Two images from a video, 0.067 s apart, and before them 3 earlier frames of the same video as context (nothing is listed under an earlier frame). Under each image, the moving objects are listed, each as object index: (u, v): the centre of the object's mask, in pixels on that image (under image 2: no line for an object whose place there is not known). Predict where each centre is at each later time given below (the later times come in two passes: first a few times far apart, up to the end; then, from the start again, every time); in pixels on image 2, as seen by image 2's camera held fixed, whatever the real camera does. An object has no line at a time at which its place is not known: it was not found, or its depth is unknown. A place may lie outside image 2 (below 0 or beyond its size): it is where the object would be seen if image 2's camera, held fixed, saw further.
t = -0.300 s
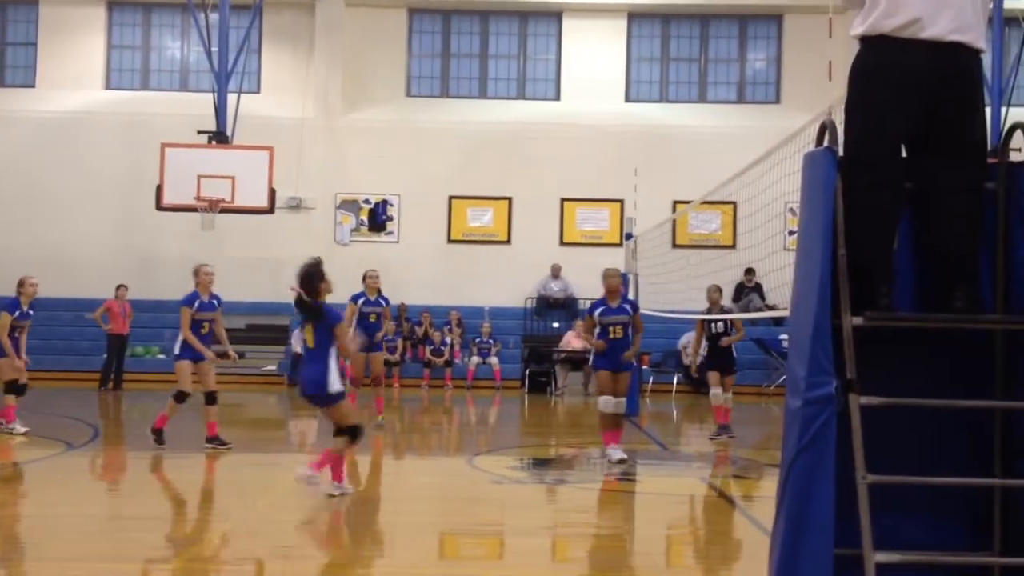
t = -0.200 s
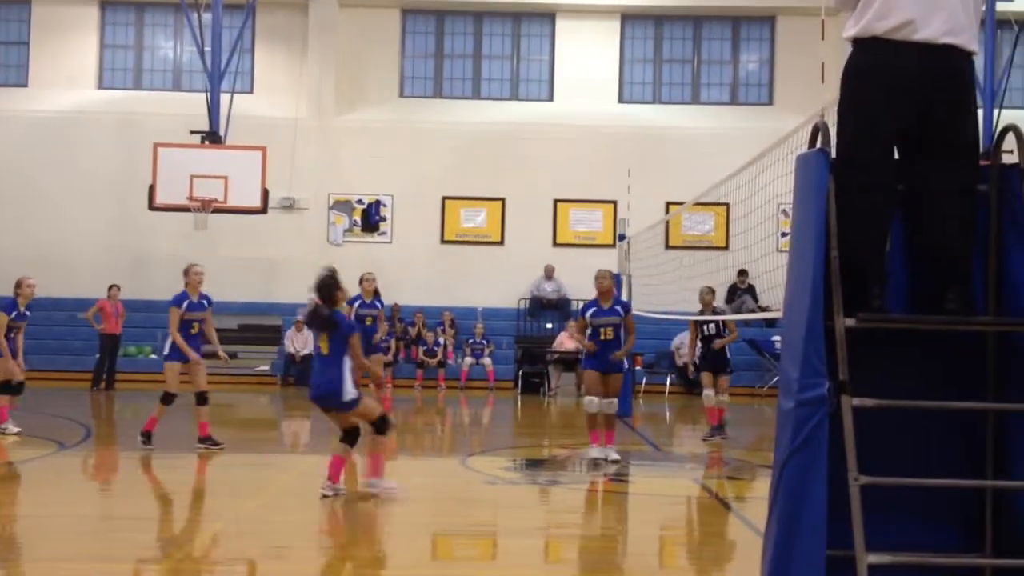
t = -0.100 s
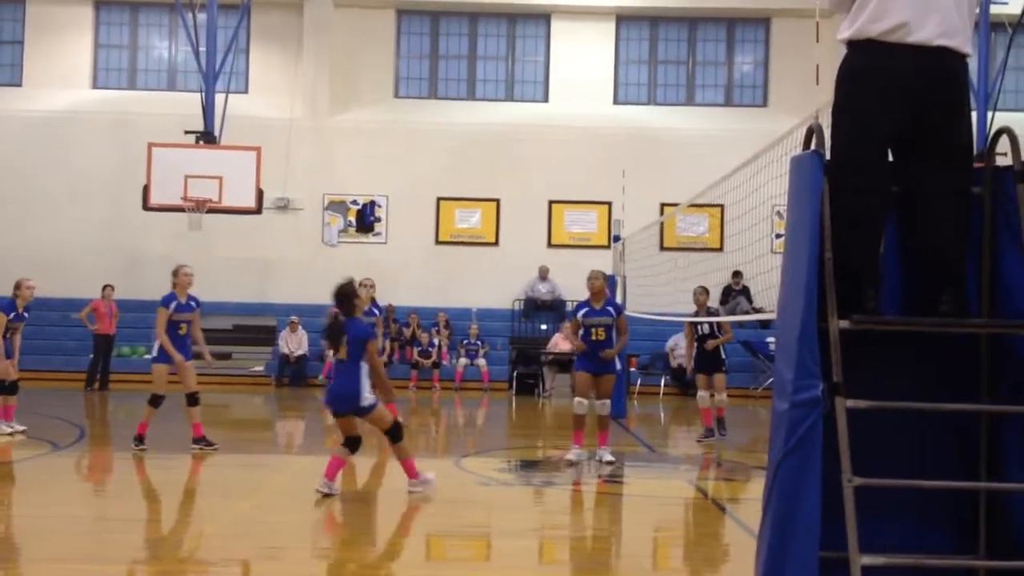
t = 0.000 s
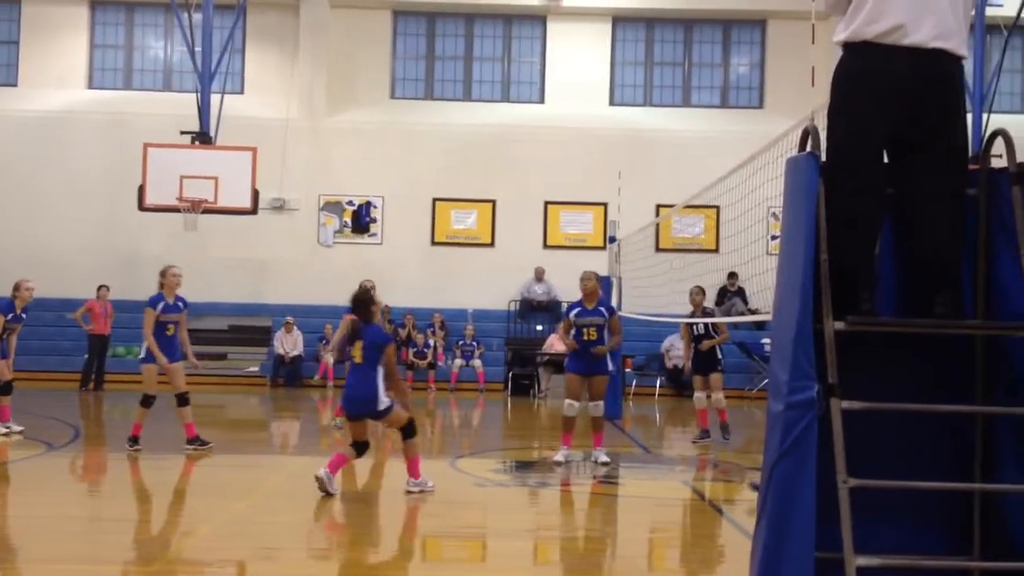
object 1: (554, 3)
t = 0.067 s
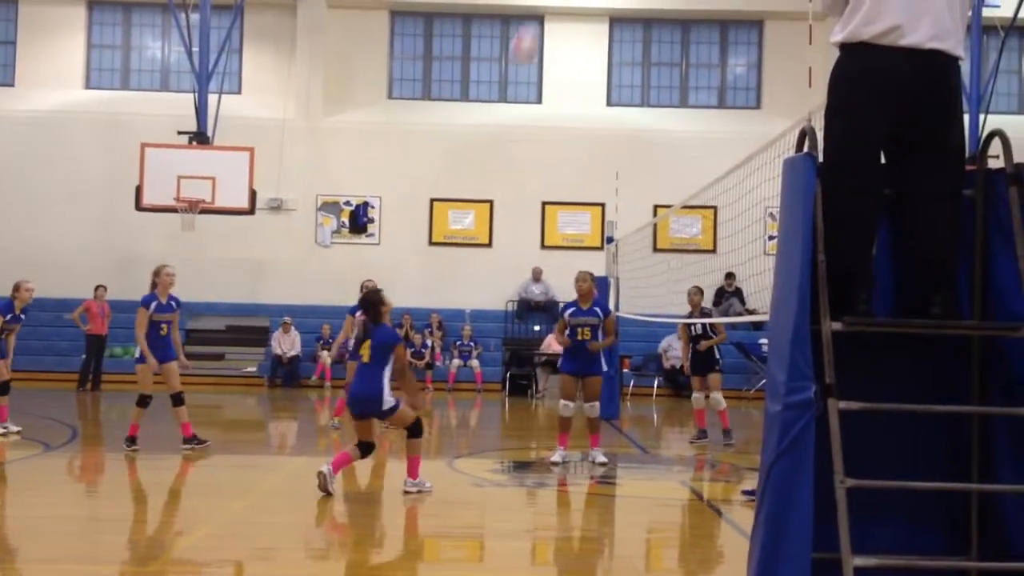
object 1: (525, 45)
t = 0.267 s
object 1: (451, 249)
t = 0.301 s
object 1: (441, 283)
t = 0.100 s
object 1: (513, 71)
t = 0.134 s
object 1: (501, 106)
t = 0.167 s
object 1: (490, 138)
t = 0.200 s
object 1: (479, 168)
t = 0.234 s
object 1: (463, 205)
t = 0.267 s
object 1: (451, 249)
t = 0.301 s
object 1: (441, 283)
